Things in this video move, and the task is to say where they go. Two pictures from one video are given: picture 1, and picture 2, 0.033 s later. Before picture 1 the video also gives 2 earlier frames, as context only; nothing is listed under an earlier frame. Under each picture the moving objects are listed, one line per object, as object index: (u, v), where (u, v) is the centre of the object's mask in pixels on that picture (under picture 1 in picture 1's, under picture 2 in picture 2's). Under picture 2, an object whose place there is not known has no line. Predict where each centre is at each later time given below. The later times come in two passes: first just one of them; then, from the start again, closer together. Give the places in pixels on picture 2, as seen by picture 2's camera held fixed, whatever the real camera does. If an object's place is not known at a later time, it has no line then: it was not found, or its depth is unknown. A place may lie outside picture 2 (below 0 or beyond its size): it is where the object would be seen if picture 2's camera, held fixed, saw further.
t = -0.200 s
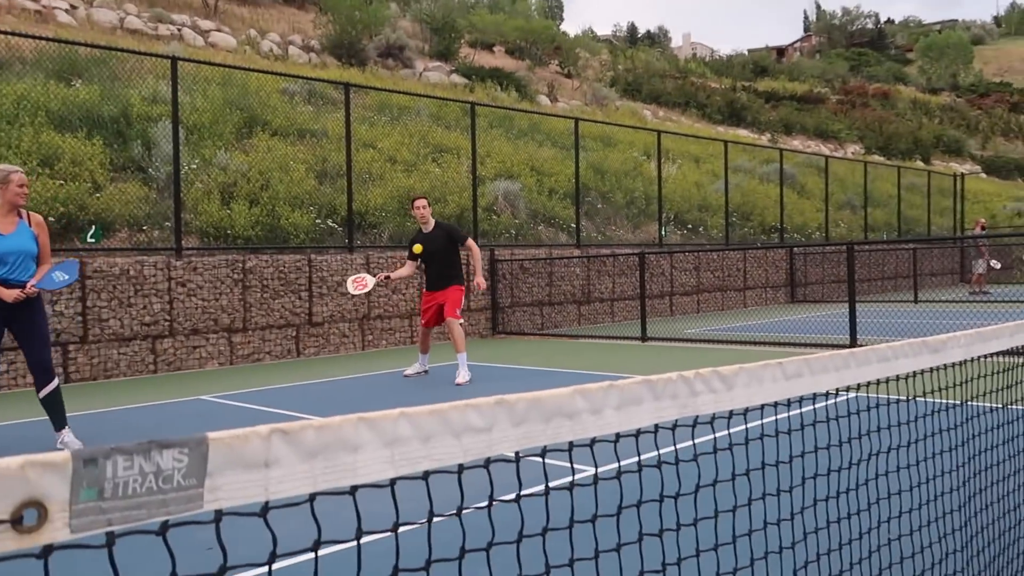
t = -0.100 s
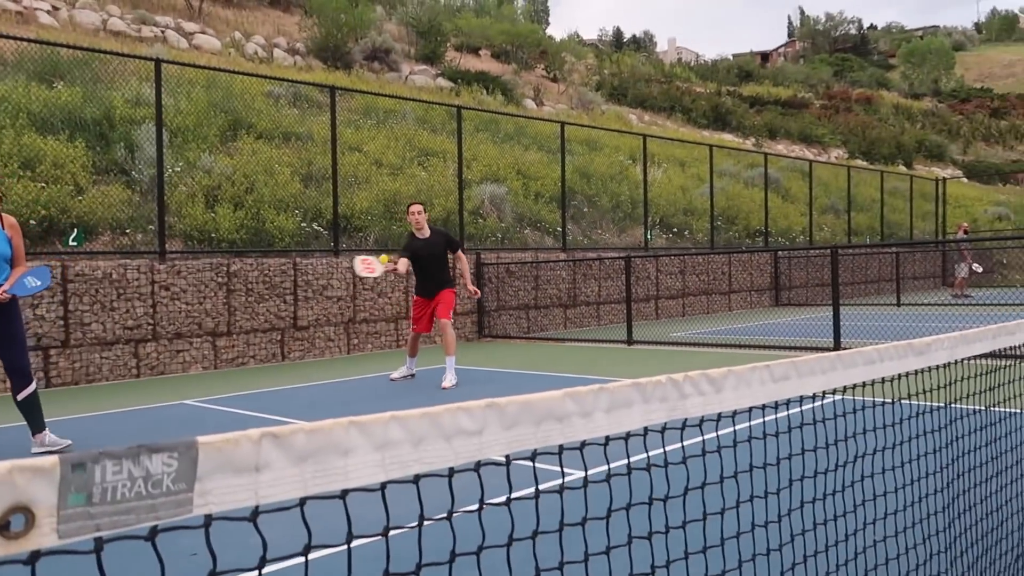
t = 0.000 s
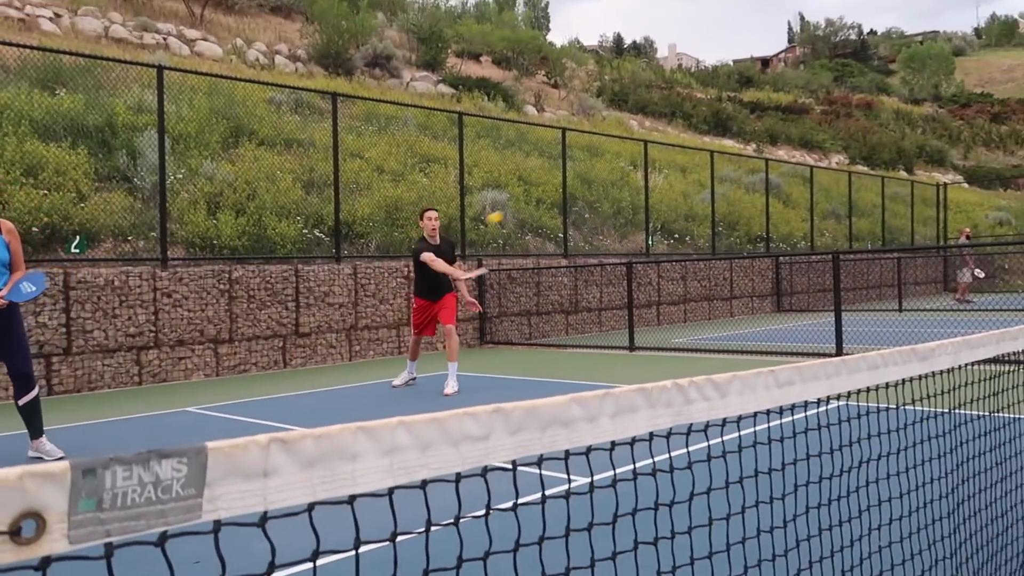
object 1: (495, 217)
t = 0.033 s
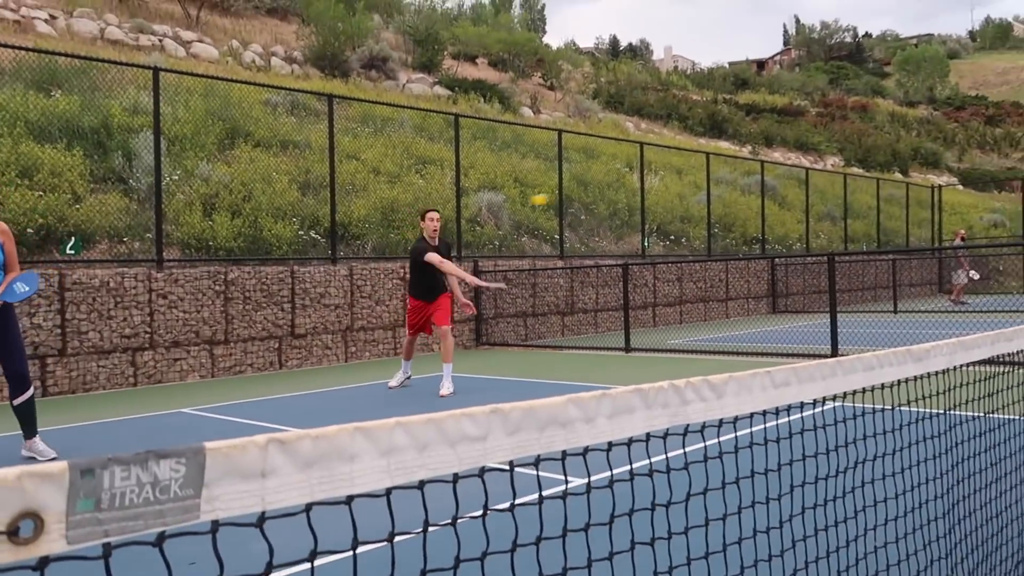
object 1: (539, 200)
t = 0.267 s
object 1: (999, 65)
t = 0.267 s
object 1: (999, 65)
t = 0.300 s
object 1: (1094, 44)
